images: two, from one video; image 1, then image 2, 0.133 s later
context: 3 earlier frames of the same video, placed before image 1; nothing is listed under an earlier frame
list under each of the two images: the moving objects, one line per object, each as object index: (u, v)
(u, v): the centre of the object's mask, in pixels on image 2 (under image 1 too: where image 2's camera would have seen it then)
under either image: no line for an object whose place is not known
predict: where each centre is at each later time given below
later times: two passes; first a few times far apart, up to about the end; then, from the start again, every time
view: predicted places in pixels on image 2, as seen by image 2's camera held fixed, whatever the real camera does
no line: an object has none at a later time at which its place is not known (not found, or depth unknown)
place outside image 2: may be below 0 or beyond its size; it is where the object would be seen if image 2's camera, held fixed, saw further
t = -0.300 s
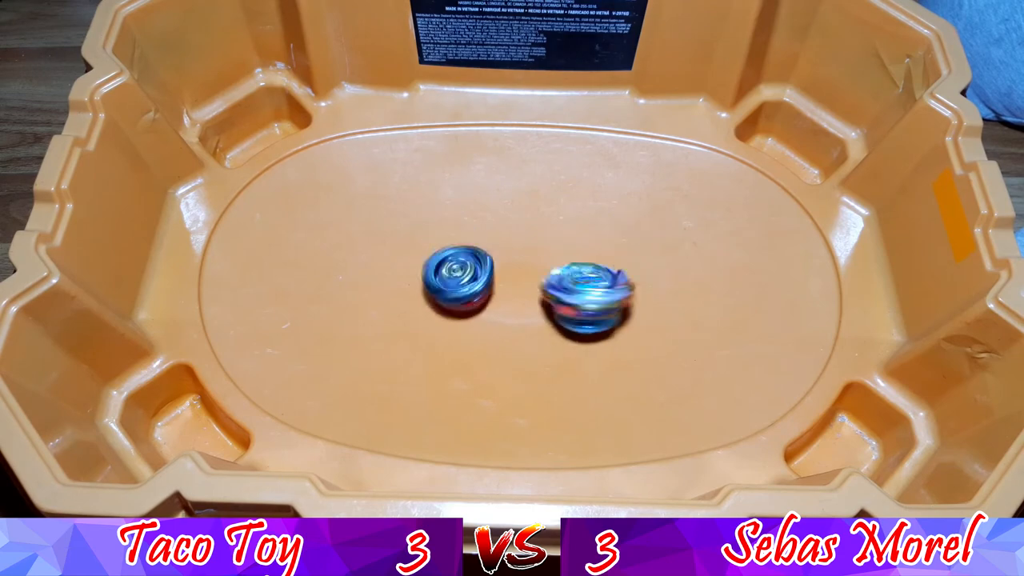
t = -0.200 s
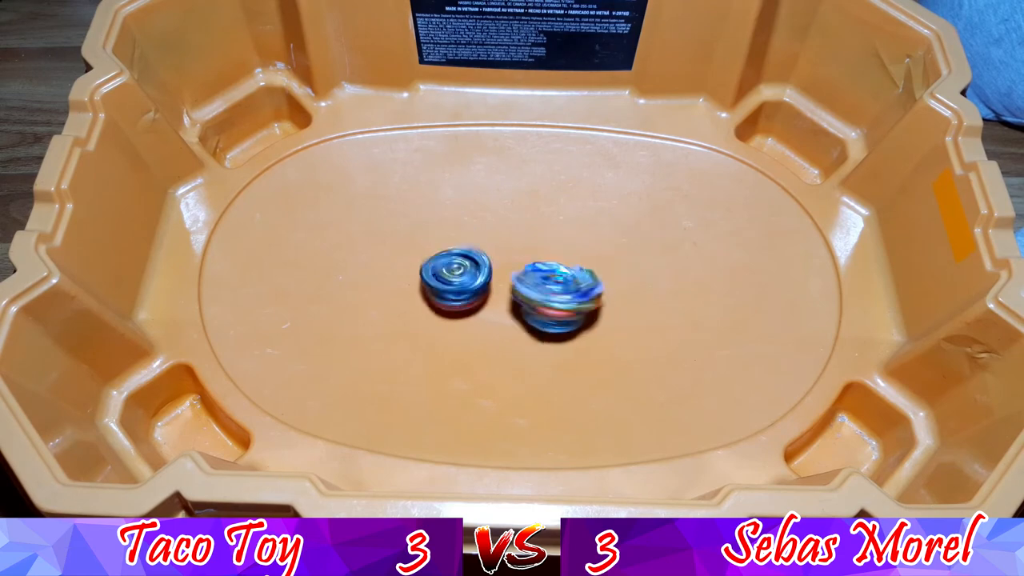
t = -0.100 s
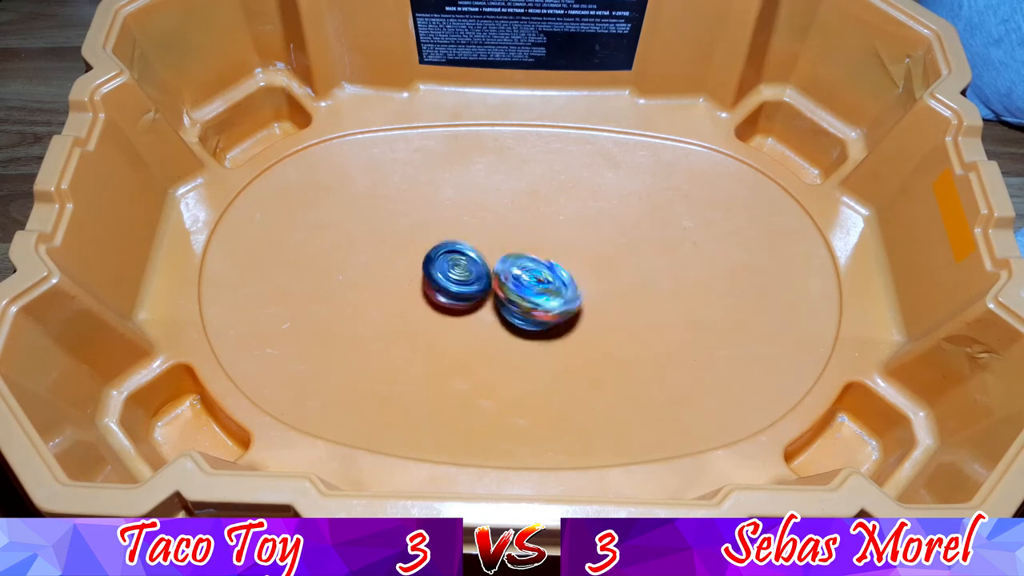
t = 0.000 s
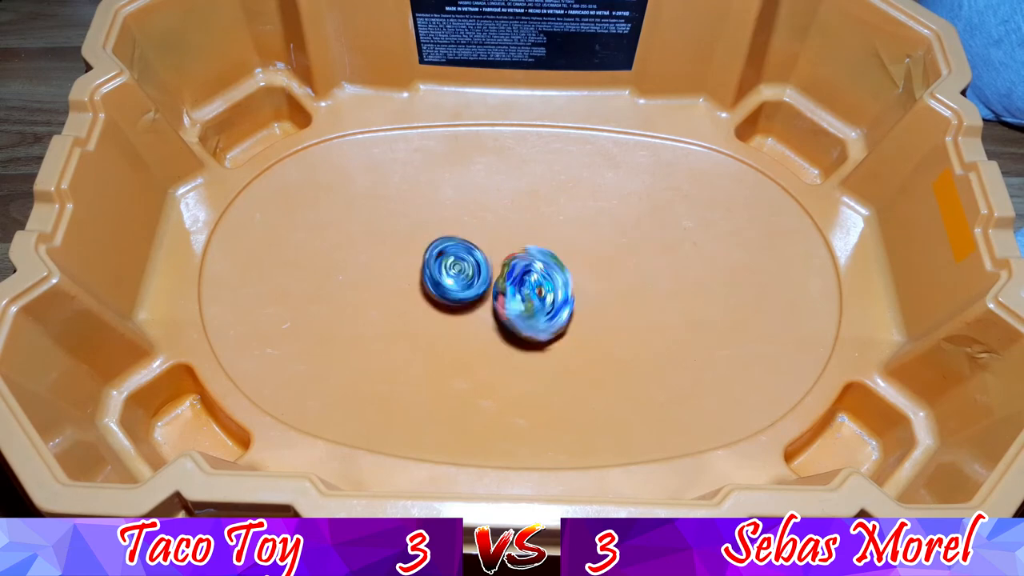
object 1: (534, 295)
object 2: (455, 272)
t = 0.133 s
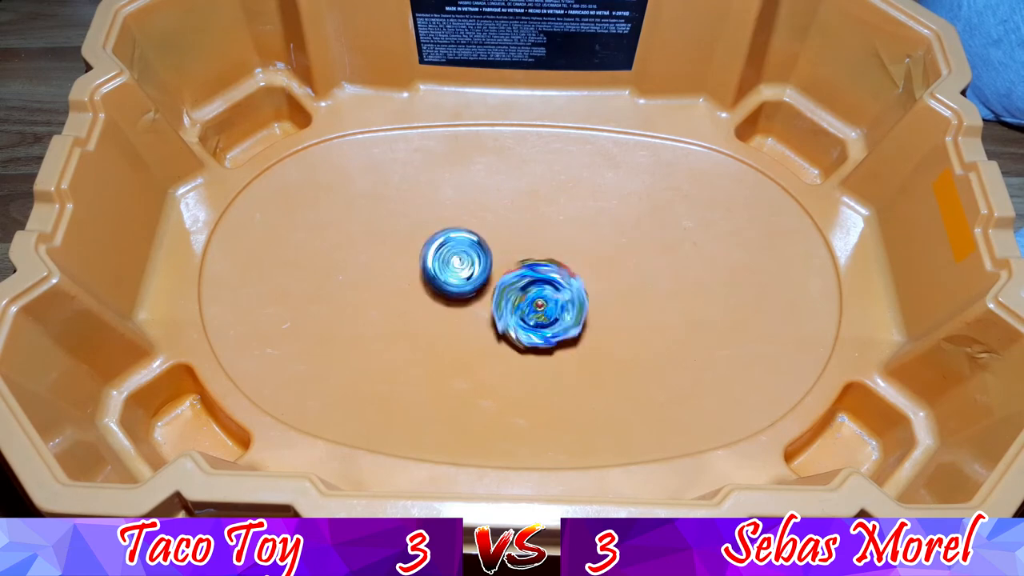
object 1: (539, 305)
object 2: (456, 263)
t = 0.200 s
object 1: (547, 303)
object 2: (462, 265)
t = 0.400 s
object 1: (553, 298)
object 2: (476, 279)
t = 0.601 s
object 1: (568, 297)
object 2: (469, 278)
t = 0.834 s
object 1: (569, 293)
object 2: (471, 273)
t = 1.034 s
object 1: (559, 283)
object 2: (474, 279)
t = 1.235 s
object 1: (568, 291)
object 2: (471, 282)
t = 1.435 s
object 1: (564, 287)
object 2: (471, 284)
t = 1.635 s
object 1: (567, 290)
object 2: (472, 287)
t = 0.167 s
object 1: (544, 304)
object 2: (460, 262)
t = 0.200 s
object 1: (547, 303)
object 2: (462, 265)
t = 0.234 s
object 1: (549, 303)
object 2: (464, 268)
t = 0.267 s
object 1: (550, 302)
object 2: (465, 270)
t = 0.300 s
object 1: (551, 301)
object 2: (470, 270)
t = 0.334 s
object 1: (551, 300)
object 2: (472, 274)
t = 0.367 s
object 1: (551, 299)
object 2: (475, 276)
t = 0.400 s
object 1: (553, 298)
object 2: (476, 279)
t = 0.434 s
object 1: (556, 297)
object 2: (474, 280)
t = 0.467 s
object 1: (559, 296)
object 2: (472, 281)
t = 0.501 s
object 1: (561, 296)
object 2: (470, 279)
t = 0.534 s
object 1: (564, 296)
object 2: (471, 279)
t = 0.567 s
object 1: (566, 297)
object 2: (468, 279)
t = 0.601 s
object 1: (568, 297)
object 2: (469, 278)
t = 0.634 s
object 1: (570, 298)
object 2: (468, 277)
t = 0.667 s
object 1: (570, 299)
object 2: (466, 276)
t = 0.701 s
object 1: (571, 299)
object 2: (466, 273)
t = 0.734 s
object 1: (571, 299)
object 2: (467, 274)
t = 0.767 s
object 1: (571, 297)
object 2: (470, 273)
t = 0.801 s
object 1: (570, 295)
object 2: (470, 273)
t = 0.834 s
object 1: (569, 293)
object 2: (471, 273)
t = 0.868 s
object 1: (568, 291)
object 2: (472, 274)
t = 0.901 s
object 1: (566, 288)
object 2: (475, 273)
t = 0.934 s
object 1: (563, 285)
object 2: (474, 276)
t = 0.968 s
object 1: (561, 283)
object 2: (474, 276)
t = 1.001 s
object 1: (559, 283)
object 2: (474, 279)
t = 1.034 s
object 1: (559, 283)
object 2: (474, 279)
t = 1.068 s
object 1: (559, 283)
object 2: (475, 280)
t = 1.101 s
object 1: (561, 284)
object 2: (472, 281)
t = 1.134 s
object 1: (564, 286)
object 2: (472, 280)
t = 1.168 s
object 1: (566, 288)
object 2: (471, 280)
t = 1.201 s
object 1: (568, 290)
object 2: (469, 279)
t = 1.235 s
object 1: (568, 291)
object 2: (471, 282)
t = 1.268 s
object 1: (568, 292)
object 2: (471, 279)
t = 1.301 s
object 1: (568, 292)
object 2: (471, 280)
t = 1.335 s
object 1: (568, 292)
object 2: (471, 280)
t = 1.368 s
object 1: (567, 291)
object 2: (471, 282)
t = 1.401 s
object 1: (566, 289)
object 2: (470, 284)
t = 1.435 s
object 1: (564, 287)
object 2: (471, 284)
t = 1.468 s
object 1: (561, 285)
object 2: (471, 285)
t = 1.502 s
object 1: (561, 285)
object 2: (472, 285)
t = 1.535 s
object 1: (561, 285)
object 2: (474, 284)
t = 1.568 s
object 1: (564, 287)
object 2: (472, 285)
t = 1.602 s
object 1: (566, 289)
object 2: (473, 286)
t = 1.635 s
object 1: (567, 290)
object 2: (472, 287)
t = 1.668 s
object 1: (567, 291)
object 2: (471, 286)
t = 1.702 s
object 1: (567, 290)
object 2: (472, 287)
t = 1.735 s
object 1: (566, 289)
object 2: (471, 286)
